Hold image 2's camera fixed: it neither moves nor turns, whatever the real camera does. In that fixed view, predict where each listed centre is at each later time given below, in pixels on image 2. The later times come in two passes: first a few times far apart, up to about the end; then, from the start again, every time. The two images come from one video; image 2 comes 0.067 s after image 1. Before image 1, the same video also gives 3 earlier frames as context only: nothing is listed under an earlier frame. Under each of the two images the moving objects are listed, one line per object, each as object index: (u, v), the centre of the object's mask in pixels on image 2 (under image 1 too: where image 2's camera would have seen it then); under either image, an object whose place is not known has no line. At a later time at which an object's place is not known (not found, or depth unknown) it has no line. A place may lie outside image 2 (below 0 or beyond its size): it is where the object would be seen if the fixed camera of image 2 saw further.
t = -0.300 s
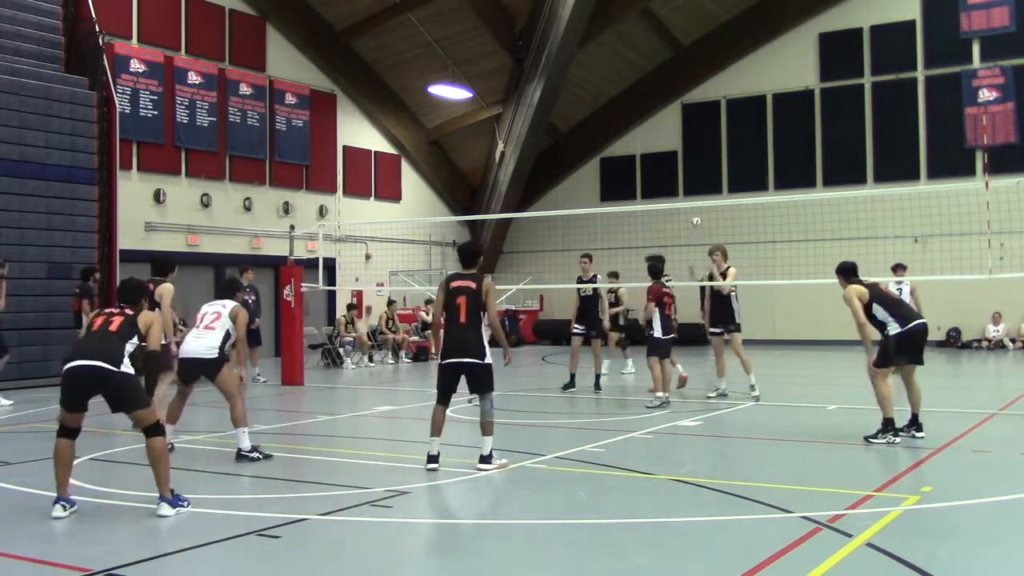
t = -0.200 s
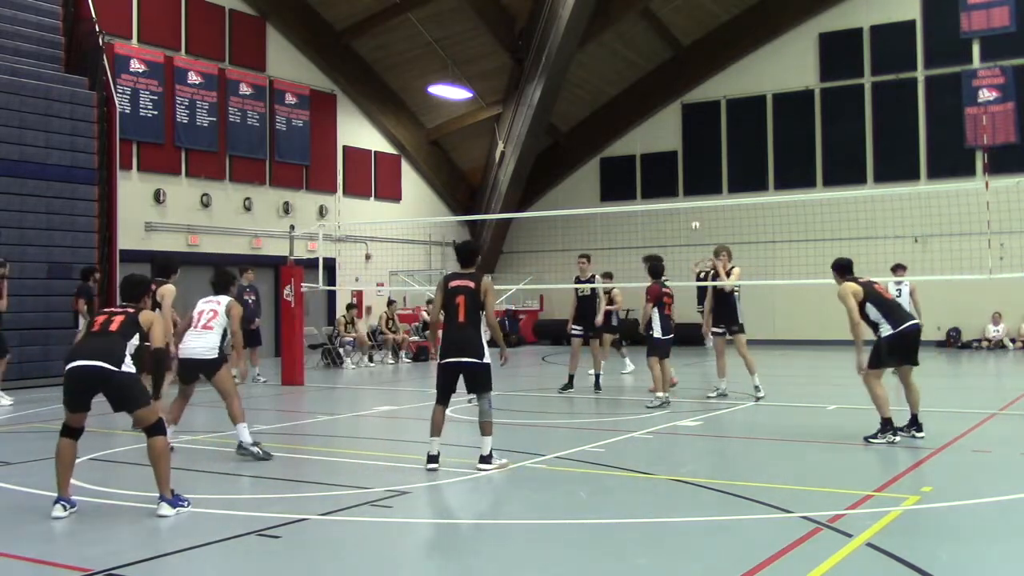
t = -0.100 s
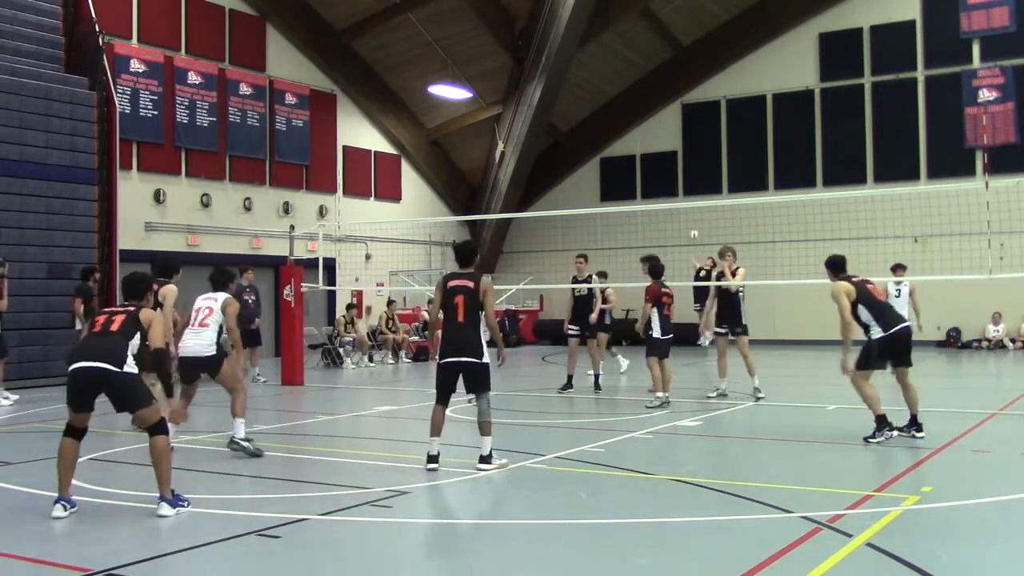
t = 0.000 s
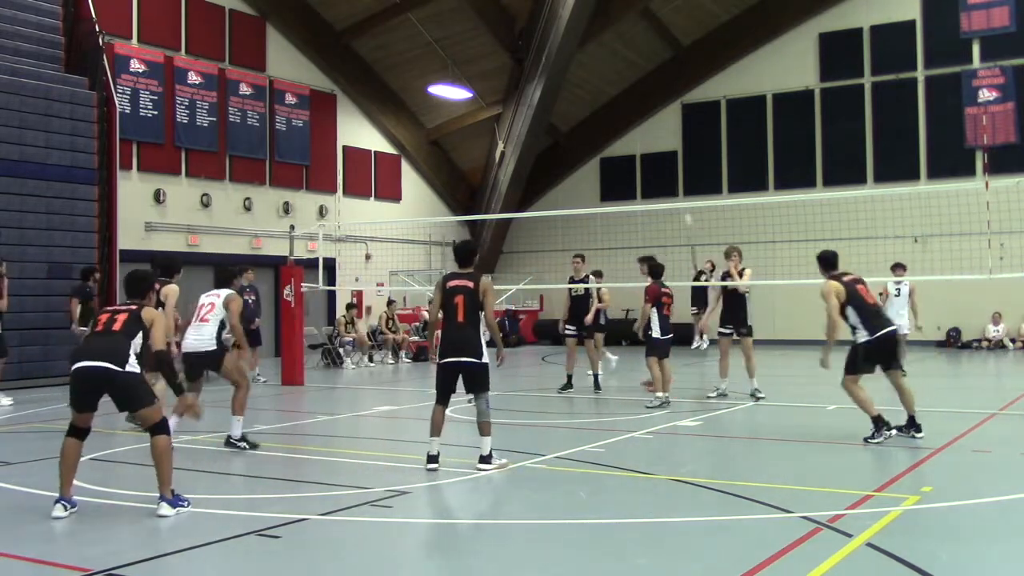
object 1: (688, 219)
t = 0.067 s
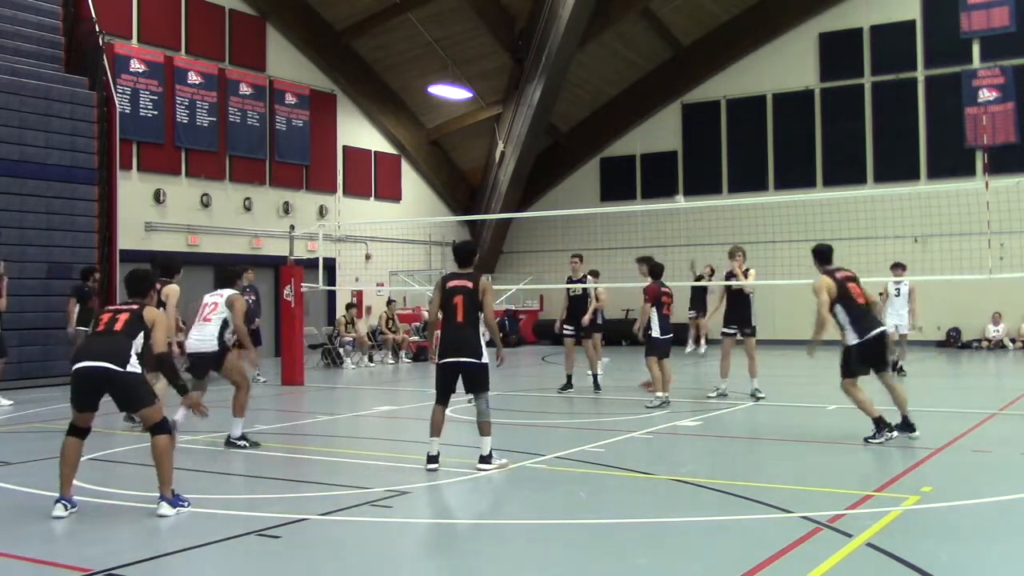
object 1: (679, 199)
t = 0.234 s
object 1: (660, 158)
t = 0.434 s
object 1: (634, 115)
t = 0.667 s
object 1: (589, 87)
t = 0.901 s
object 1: (526, 92)
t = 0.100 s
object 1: (676, 191)
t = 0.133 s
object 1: (672, 183)
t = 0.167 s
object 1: (669, 175)
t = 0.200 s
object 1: (664, 167)
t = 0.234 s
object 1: (660, 158)
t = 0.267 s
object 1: (657, 151)
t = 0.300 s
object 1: (653, 141)
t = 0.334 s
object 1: (647, 134)
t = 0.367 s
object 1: (644, 127)
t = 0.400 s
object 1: (638, 120)
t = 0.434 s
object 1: (634, 115)
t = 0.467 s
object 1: (628, 109)
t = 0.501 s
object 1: (623, 104)
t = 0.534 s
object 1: (617, 99)
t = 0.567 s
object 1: (611, 95)
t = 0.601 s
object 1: (604, 92)
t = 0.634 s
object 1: (597, 89)
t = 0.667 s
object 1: (589, 87)
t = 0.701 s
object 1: (581, 85)
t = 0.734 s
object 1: (574, 84)
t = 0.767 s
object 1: (565, 84)
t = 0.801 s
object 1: (556, 84)
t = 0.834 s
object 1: (548, 85)
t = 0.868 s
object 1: (537, 88)
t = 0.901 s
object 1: (526, 92)
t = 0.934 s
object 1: (513, 98)
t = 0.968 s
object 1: (501, 105)
